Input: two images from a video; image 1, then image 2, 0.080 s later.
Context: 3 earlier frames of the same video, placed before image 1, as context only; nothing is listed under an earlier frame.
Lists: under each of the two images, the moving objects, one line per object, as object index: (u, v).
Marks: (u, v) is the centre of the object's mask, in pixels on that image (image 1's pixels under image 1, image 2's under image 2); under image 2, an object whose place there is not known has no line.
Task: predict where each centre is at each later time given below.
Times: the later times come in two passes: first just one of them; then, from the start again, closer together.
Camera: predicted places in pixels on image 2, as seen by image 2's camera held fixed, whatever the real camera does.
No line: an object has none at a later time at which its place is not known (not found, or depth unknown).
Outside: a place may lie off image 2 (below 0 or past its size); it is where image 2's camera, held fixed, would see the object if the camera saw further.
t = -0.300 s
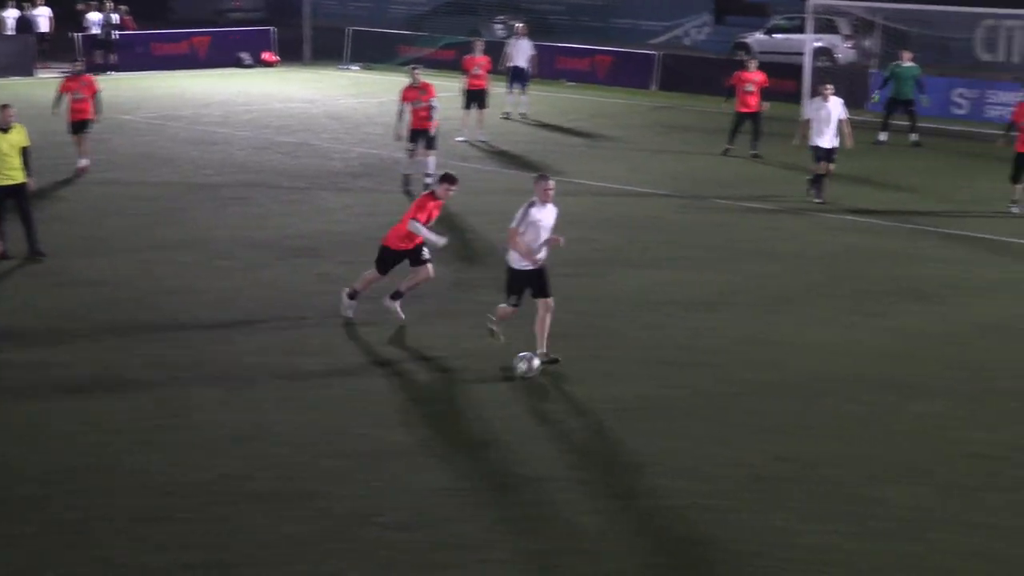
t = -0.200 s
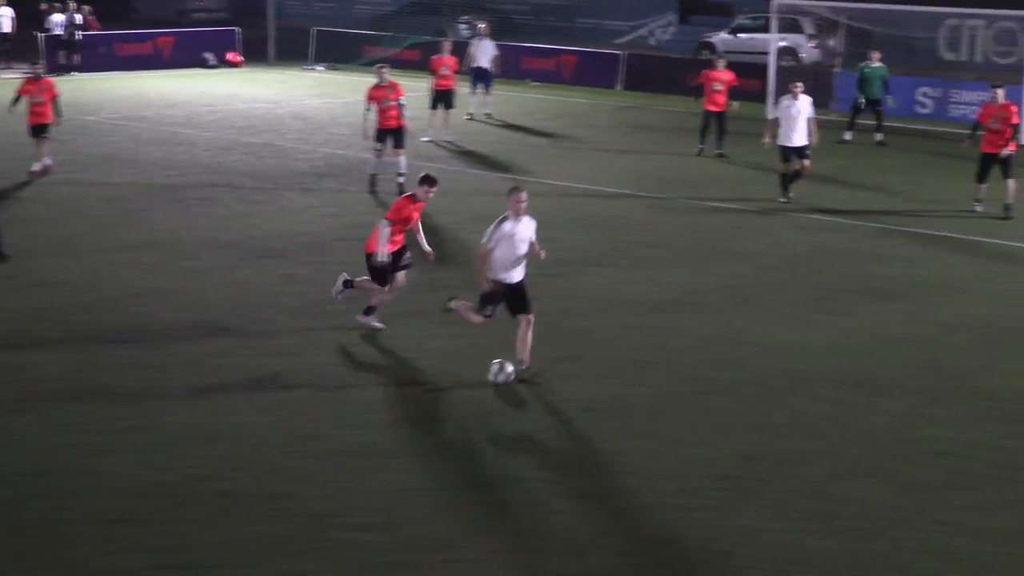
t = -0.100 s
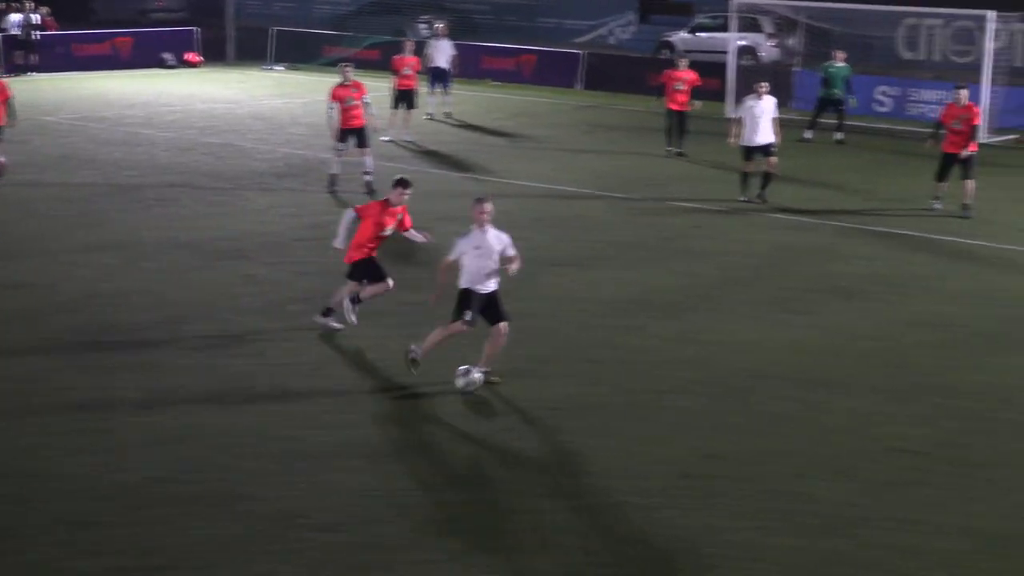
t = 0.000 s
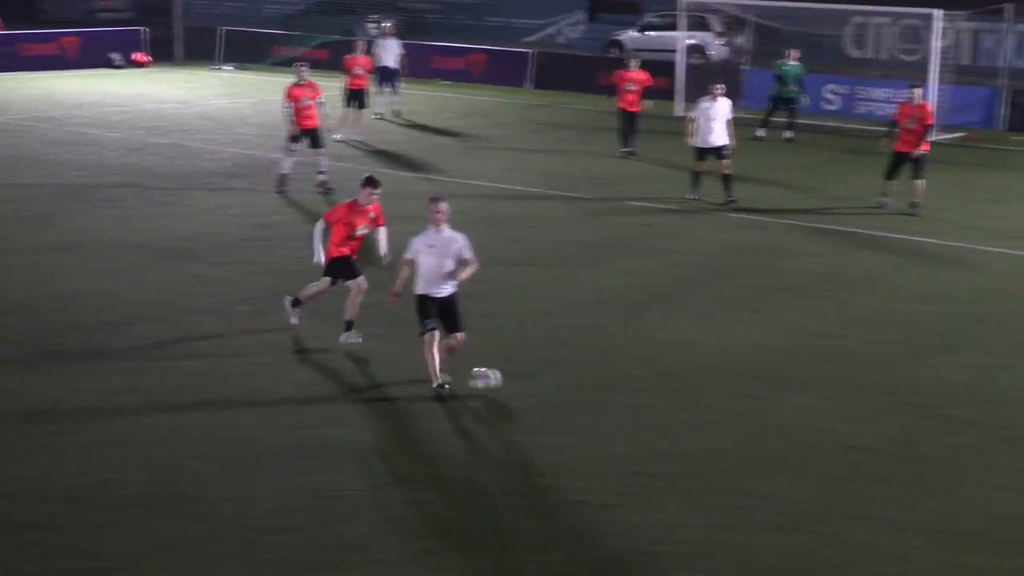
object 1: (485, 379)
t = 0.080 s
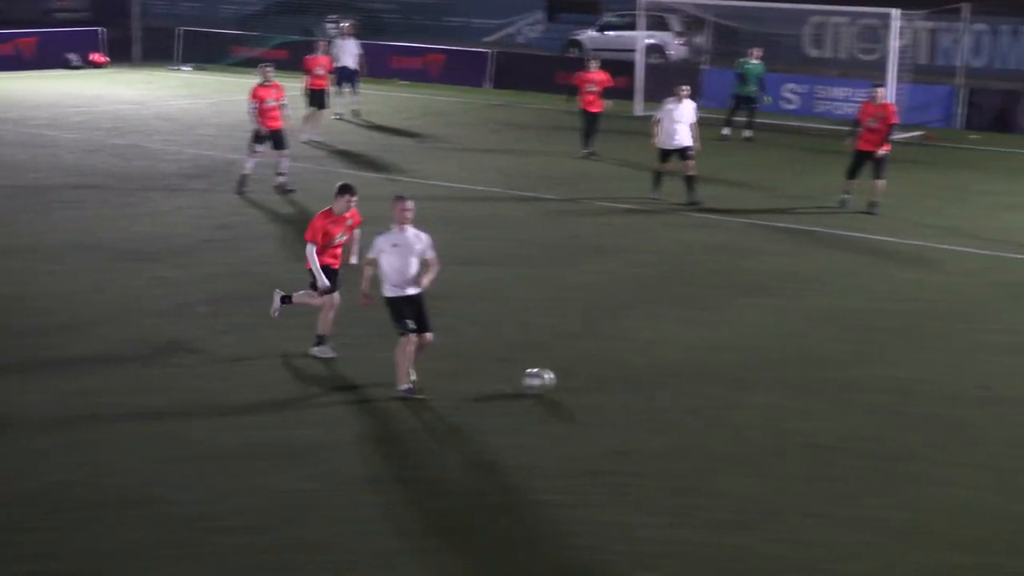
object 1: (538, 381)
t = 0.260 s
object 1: (719, 380)
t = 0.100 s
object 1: (558, 379)
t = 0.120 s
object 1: (579, 379)
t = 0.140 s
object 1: (599, 380)
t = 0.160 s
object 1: (619, 381)
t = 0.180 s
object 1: (640, 381)
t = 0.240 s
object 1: (700, 379)
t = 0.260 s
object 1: (719, 380)
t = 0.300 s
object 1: (758, 381)
